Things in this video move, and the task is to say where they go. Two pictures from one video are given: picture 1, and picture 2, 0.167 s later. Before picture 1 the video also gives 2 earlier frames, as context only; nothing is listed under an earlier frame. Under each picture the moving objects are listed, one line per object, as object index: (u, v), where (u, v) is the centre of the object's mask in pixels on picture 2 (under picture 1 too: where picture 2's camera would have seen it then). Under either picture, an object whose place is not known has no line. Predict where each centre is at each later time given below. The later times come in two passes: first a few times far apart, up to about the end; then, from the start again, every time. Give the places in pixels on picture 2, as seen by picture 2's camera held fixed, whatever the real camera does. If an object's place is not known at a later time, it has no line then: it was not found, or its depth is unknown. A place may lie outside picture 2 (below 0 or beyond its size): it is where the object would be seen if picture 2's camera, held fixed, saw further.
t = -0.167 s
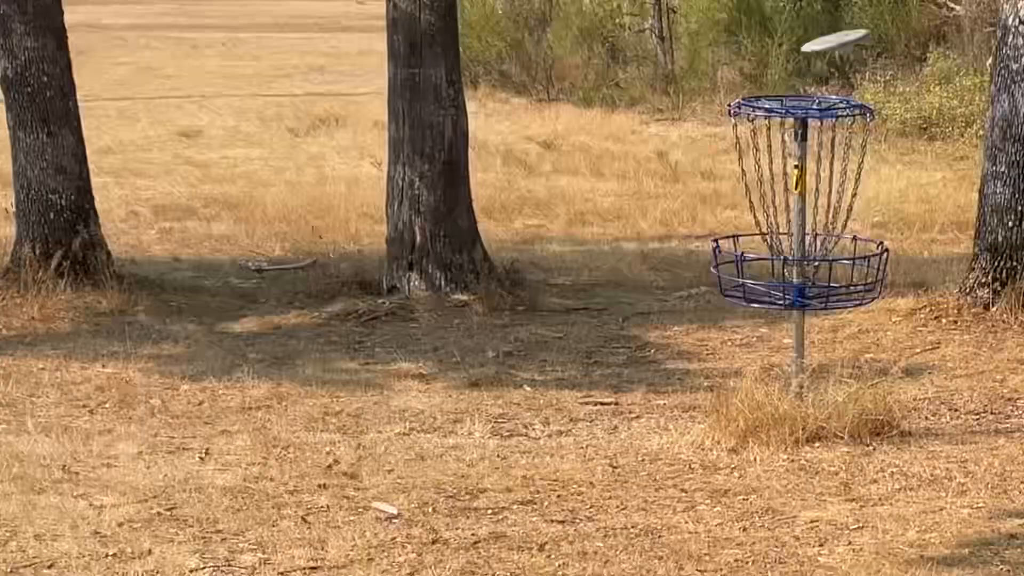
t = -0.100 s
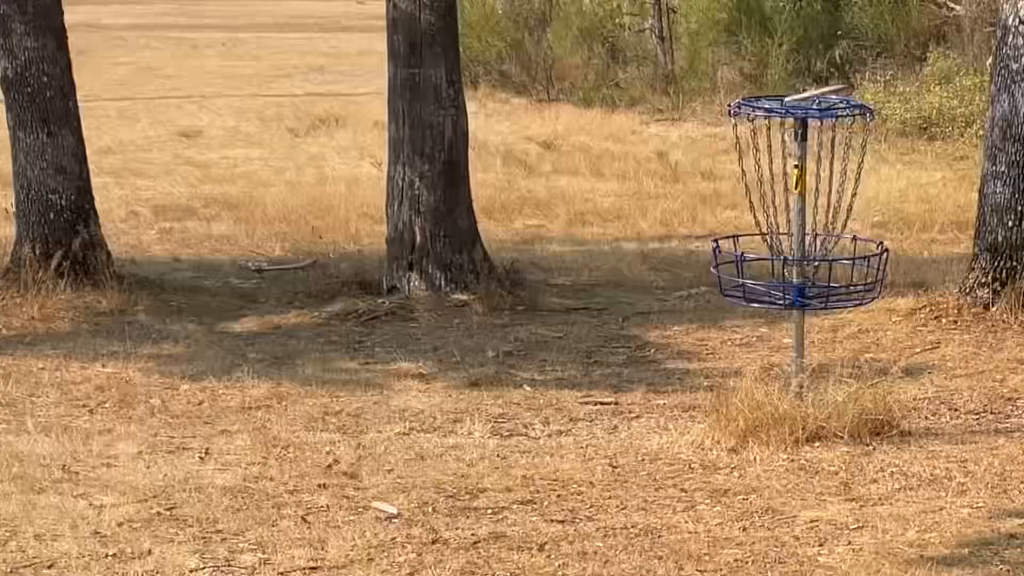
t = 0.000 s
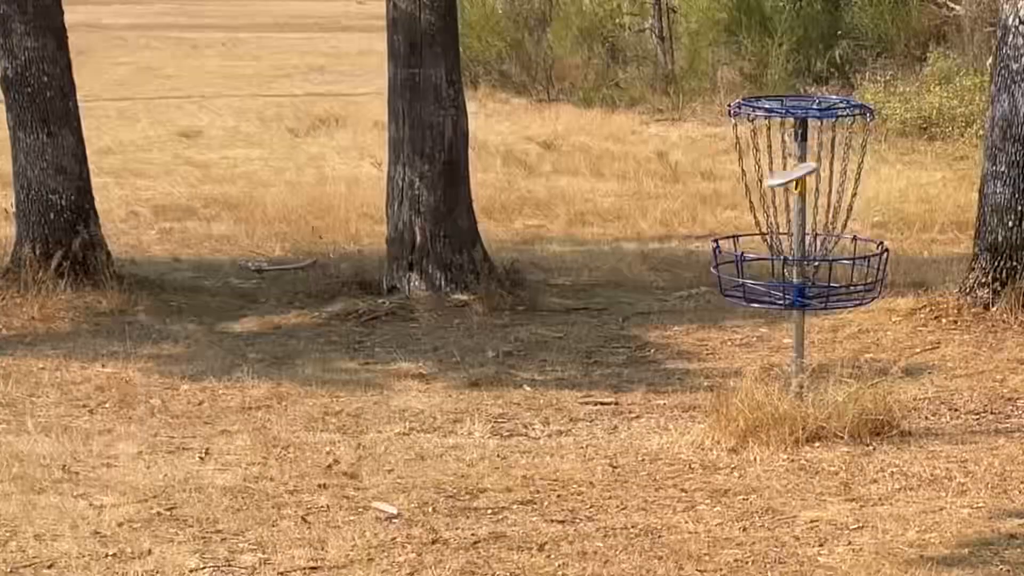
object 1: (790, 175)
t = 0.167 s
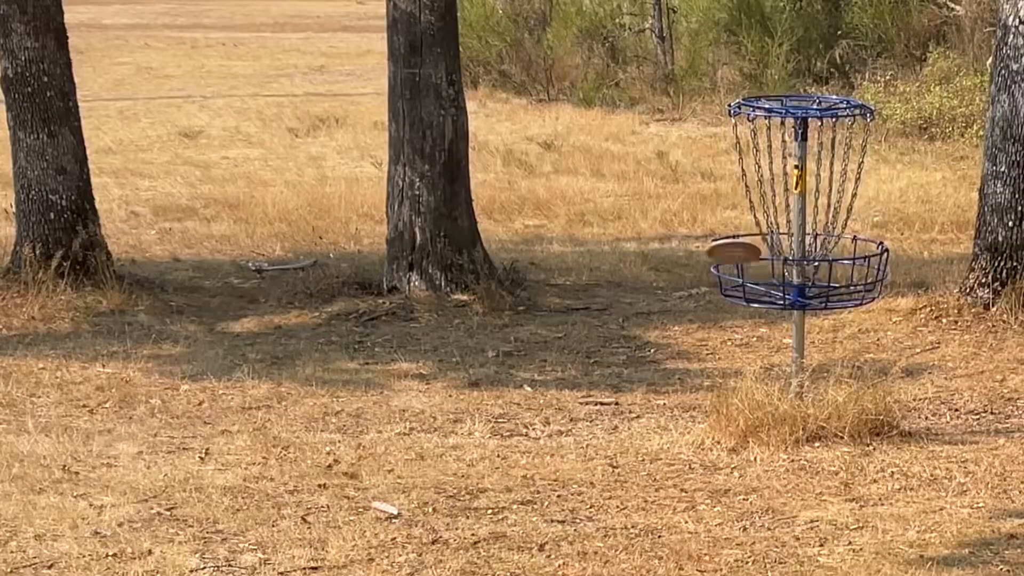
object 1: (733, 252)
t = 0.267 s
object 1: (663, 275)
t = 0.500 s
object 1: (517, 433)
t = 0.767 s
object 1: (362, 456)
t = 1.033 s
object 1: (233, 485)
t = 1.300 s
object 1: (141, 497)
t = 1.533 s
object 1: (131, 499)
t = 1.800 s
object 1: (130, 503)
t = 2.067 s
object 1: (129, 504)
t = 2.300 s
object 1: (129, 504)
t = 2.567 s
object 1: (129, 504)
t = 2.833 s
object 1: (129, 504)
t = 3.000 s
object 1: (129, 504)
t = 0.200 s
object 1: (709, 257)
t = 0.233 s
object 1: (686, 264)
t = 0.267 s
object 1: (663, 275)
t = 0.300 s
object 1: (640, 290)
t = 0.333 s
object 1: (618, 305)
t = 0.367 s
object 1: (596, 325)
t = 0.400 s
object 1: (576, 347)
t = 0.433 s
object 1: (556, 373)
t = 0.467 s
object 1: (536, 403)
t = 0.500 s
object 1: (517, 433)
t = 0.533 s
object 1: (498, 446)
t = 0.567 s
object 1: (476, 440)
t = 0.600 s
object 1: (455, 440)
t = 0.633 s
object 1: (436, 443)
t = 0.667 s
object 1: (417, 449)
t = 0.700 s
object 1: (398, 457)
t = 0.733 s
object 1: (381, 458)
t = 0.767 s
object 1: (362, 456)
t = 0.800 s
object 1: (342, 459)
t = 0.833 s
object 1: (323, 464)
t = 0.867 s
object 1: (306, 469)
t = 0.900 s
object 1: (292, 466)
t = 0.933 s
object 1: (278, 466)
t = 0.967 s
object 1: (262, 470)
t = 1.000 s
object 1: (247, 476)
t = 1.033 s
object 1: (233, 485)
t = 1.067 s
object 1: (219, 481)
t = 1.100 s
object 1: (205, 480)
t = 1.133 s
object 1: (192, 481)
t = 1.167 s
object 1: (179, 487)
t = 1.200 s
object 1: (166, 494)
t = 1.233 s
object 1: (155, 496)
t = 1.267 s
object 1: (146, 498)
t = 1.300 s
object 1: (141, 497)
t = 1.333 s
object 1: (135, 494)
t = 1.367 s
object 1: (133, 491)
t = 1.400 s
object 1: (132, 490)
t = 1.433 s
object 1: (134, 491)
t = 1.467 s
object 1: (135, 494)
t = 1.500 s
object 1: (134, 496)
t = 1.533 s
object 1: (131, 499)
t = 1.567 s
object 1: (132, 503)
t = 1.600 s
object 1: (133, 502)
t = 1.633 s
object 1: (132, 502)
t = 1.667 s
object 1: (131, 502)
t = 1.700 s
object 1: (130, 502)
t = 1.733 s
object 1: (129, 504)
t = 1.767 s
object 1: (129, 503)
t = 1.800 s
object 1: (130, 503)
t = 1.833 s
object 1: (130, 504)
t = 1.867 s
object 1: (129, 504)
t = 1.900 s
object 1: (129, 504)
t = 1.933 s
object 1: (129, 504)
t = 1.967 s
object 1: (129, 504)
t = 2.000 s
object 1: (129, 504)
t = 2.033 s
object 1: (129, 504)
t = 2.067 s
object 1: (129, 504)
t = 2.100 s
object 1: (129, 504)
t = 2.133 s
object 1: (129, 504)
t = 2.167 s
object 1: (129, 504)
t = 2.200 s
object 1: (129, 504)
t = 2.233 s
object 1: (129, 504)
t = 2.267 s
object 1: (129, 504)
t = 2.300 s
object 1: (129, 504)
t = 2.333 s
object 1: (129, 504)
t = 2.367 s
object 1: (129, 504)
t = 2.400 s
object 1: (129, 504)
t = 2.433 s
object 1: (129, 504)
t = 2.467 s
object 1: (129, 504)
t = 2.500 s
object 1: (129, 504)
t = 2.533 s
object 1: (129, 504)
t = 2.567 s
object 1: (129, 504)
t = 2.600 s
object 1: (129, 504)
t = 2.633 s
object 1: (129, 504)
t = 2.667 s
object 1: (129, 504)
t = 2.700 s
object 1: (129, 504)
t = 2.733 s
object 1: (129, 504)
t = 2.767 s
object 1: (129, 504)
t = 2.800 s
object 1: (129, 504)
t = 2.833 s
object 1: (129, 504)
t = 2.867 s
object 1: (129, 504)
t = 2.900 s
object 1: (129, 504)
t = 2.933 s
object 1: (129, 504)
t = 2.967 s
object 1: (129, 504)
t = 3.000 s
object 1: (129, 504)
